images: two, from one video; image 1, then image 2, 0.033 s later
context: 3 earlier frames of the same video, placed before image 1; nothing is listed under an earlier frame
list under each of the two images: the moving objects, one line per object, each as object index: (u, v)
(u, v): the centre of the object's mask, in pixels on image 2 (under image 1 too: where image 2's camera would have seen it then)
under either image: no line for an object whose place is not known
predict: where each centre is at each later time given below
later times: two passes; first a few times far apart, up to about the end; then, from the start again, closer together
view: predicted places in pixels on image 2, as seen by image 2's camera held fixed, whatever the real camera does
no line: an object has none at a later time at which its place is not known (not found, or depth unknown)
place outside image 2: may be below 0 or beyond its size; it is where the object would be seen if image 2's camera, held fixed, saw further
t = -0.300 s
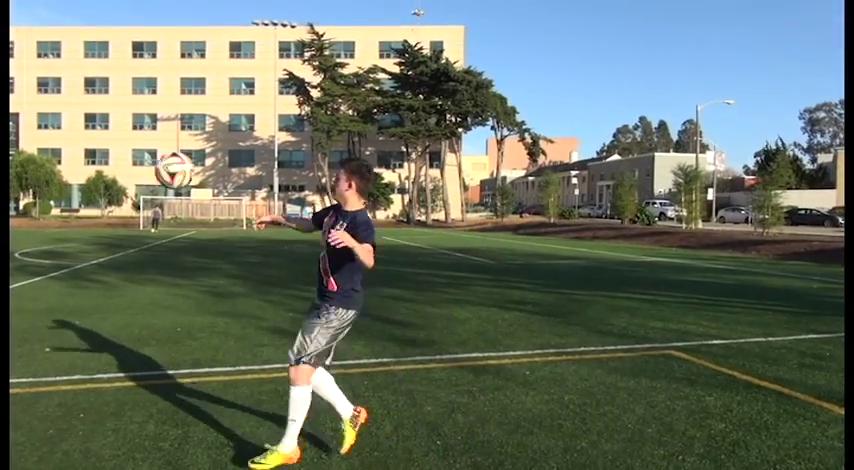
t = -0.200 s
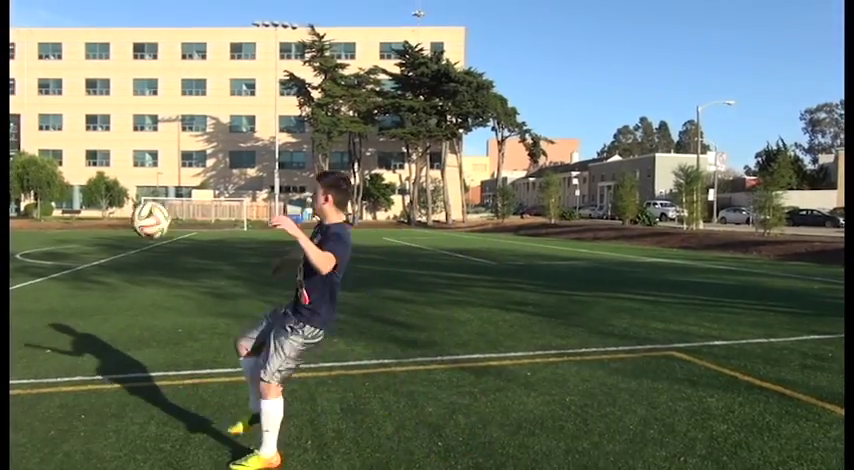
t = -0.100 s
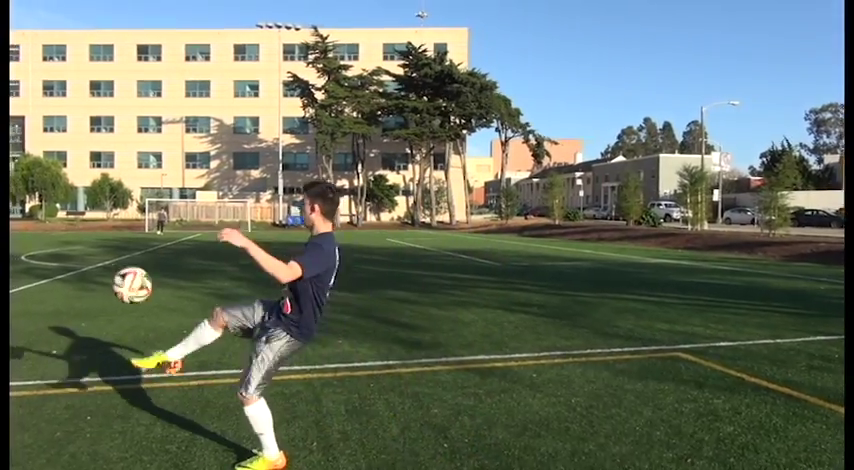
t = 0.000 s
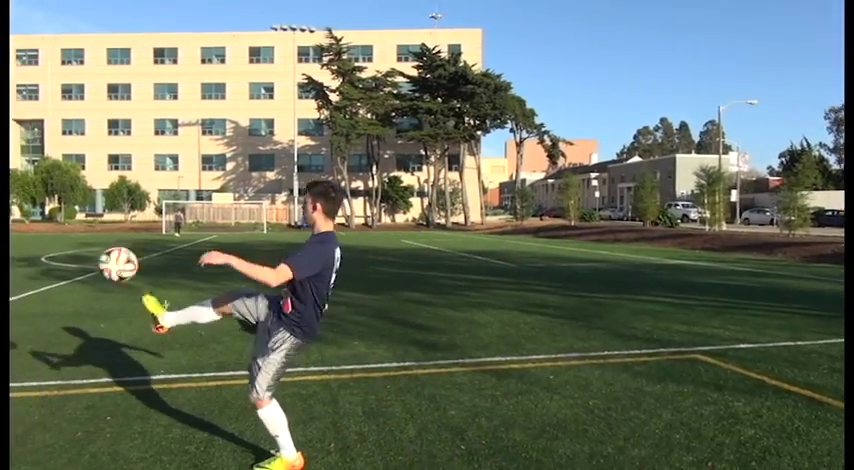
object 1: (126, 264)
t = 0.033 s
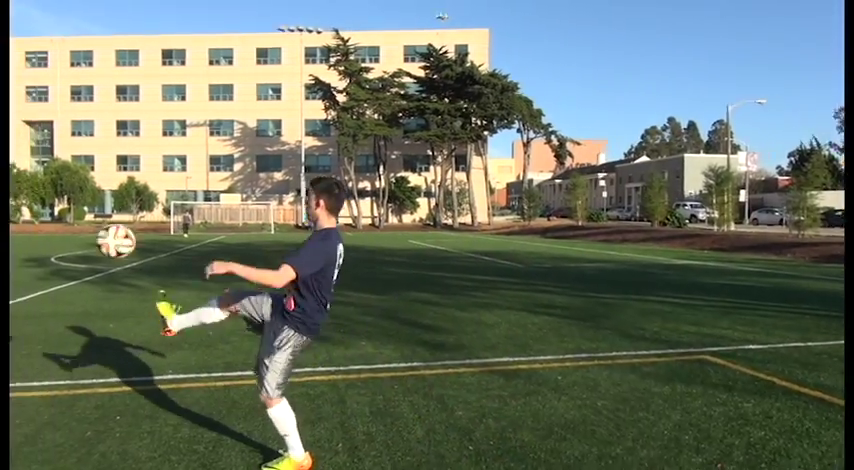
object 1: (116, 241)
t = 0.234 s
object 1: (54, 136)
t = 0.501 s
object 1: (-16, 100)
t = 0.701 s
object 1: (-64, 144)
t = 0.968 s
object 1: (-120, 290)
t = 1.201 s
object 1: (-154, 373)
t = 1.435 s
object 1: (-174, 299)
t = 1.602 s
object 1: (-185, 290)
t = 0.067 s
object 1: (104, 219)
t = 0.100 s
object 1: (95, 199)
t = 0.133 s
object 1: (84, 180)
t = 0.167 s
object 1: (75, 163)
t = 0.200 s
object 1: (64, 149)
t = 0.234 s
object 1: (54, 136)
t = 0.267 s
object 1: (45, 126)
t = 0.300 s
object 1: (36, 116)
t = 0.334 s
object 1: (26, 109)
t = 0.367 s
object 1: (18, 104)
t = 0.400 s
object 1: (8, 100)
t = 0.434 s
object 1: (0, 98)
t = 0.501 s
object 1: (-16, 100)
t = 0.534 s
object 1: (-25, 103)
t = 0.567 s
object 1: (-33, 107)
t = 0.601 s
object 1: (-41, 114)
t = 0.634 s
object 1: (-49, 122)
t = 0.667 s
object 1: (-56, 133)
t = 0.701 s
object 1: (-64, 144)
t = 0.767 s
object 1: (-79, 172)
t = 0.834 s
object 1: (-92, 205)
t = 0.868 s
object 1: (-100, 224)
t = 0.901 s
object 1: (-107, 245)
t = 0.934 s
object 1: (-113, 267)
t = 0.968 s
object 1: (-120, 290)
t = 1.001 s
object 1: (-126, 314)
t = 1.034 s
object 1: (-133, 339)
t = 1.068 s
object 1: (-138, 366)
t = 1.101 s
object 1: (-144, 393)
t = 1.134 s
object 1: (-149, 408)
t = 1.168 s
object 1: (-151, 390)
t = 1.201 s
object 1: (-154, 373)
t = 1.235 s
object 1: (-157, 358)
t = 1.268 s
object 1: (-161, 344)
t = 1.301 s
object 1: (-163, 332)
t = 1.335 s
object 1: (-166, 322)
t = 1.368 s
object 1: (-169, 313)
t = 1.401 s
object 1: (-172, 305)
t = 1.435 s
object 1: (-174, 299)
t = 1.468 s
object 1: (-176, 294)
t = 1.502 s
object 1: (-178, 291)
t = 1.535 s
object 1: (-181, 289)
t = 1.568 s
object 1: (-183, 288)
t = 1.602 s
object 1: (-185, 290)
